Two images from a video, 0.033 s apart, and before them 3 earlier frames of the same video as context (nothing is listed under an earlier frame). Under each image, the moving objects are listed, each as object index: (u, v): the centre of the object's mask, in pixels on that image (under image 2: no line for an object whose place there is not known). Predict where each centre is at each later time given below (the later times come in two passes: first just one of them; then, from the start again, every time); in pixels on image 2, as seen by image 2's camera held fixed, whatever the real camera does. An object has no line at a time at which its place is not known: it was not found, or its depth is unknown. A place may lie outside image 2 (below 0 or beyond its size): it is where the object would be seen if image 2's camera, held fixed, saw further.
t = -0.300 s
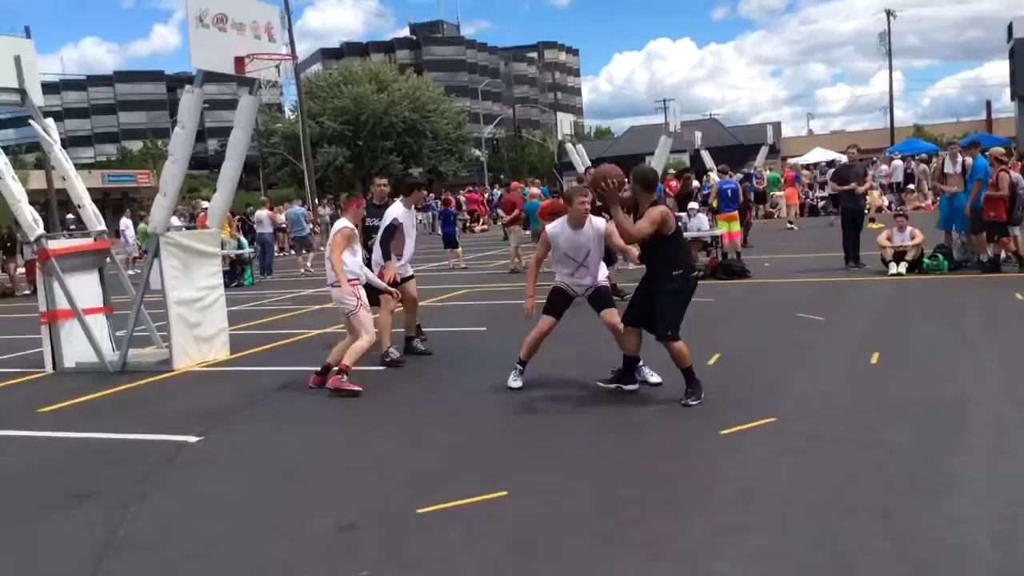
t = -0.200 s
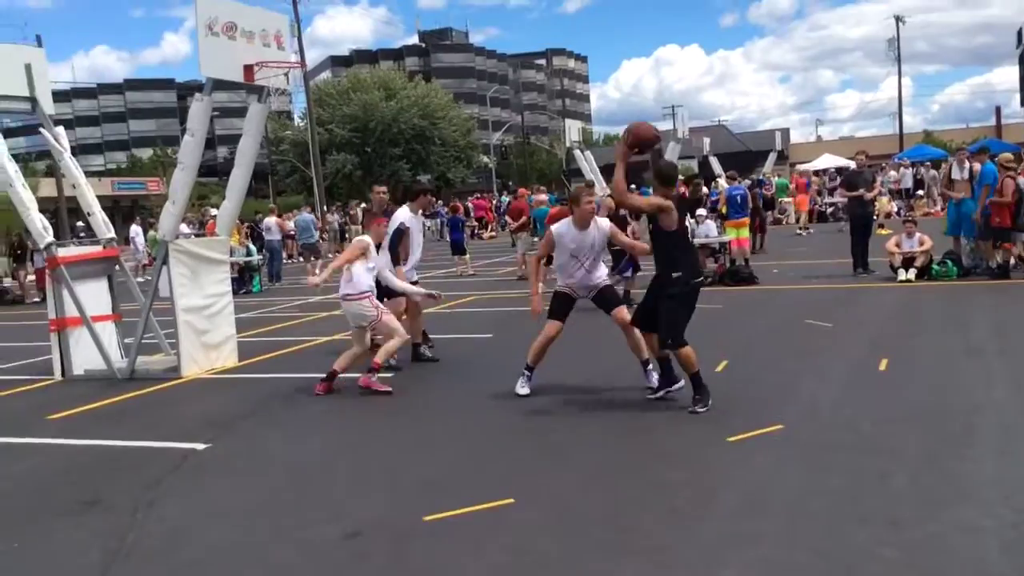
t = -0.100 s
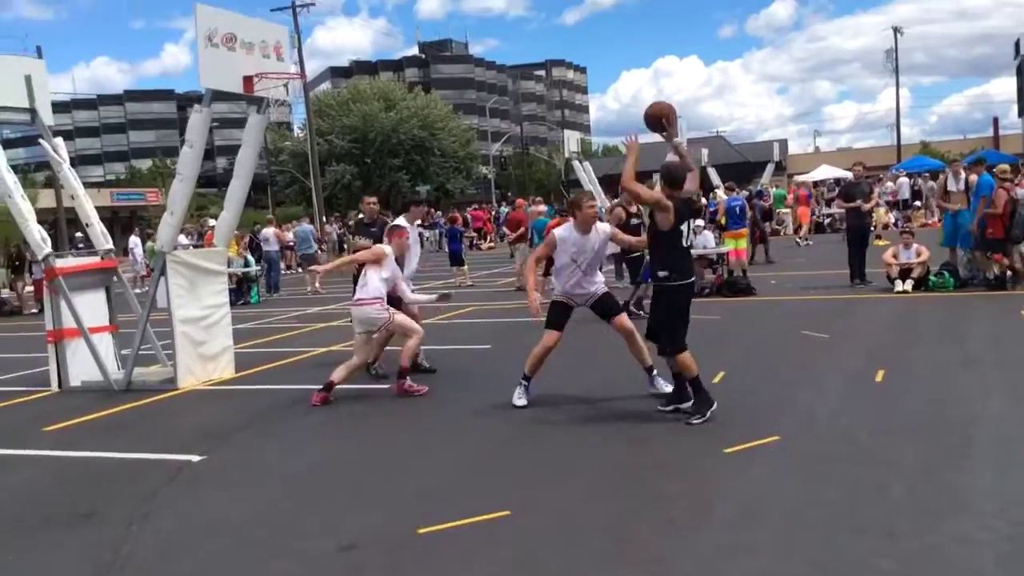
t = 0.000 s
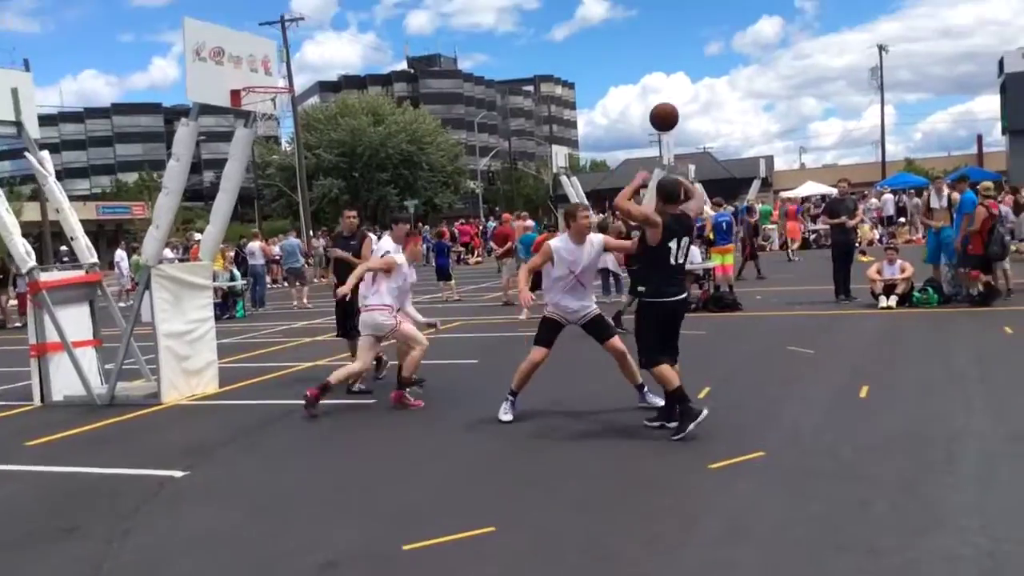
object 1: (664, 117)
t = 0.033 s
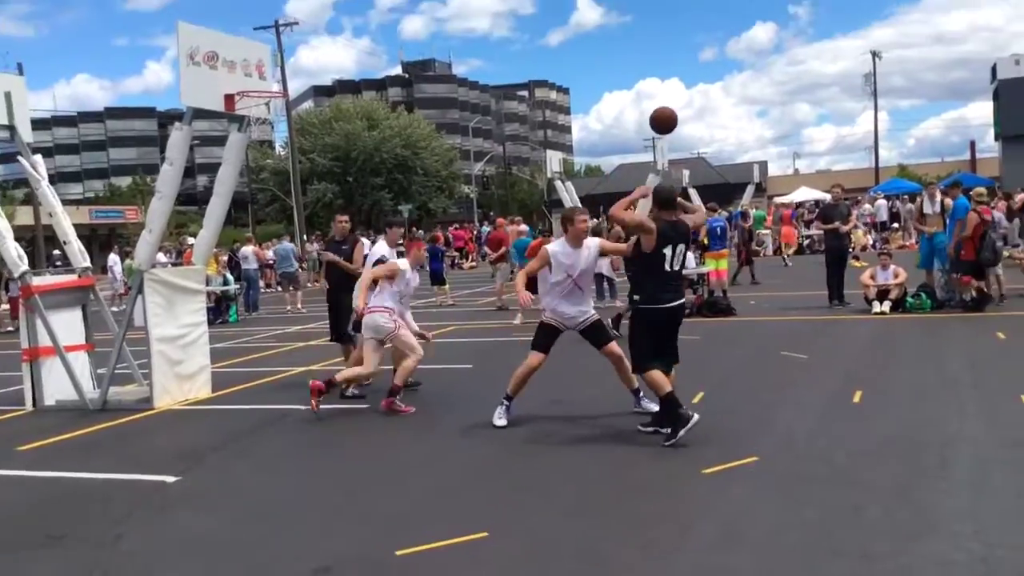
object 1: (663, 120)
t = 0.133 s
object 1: (677, 123)
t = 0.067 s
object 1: (668, 120)
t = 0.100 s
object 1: (673, 121)
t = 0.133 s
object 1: (677, 123)
